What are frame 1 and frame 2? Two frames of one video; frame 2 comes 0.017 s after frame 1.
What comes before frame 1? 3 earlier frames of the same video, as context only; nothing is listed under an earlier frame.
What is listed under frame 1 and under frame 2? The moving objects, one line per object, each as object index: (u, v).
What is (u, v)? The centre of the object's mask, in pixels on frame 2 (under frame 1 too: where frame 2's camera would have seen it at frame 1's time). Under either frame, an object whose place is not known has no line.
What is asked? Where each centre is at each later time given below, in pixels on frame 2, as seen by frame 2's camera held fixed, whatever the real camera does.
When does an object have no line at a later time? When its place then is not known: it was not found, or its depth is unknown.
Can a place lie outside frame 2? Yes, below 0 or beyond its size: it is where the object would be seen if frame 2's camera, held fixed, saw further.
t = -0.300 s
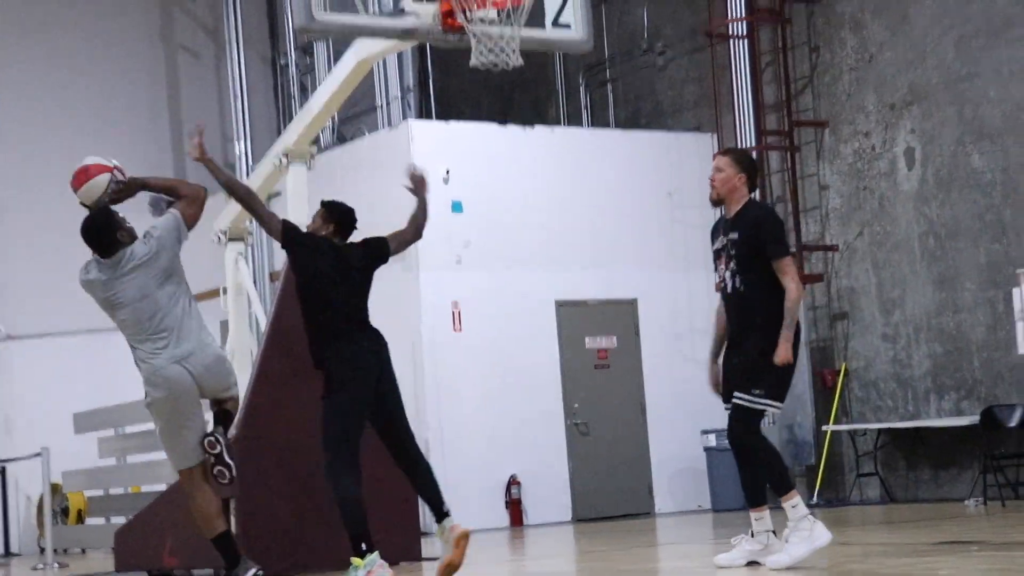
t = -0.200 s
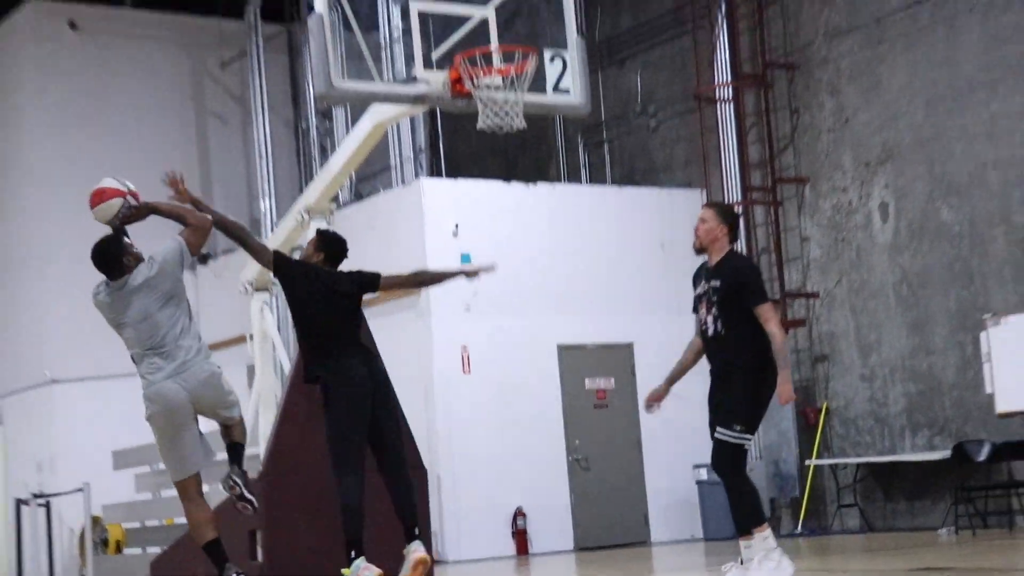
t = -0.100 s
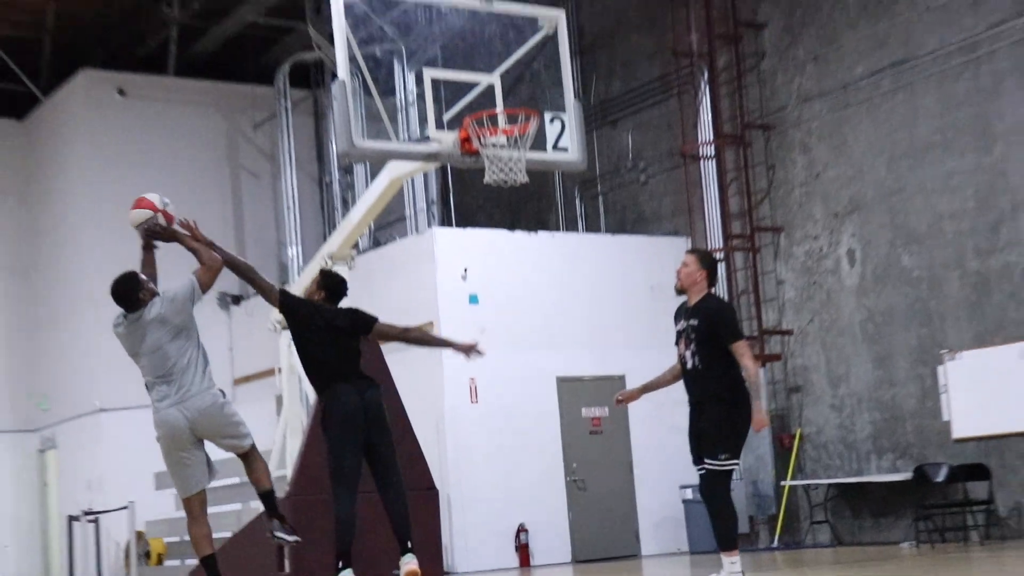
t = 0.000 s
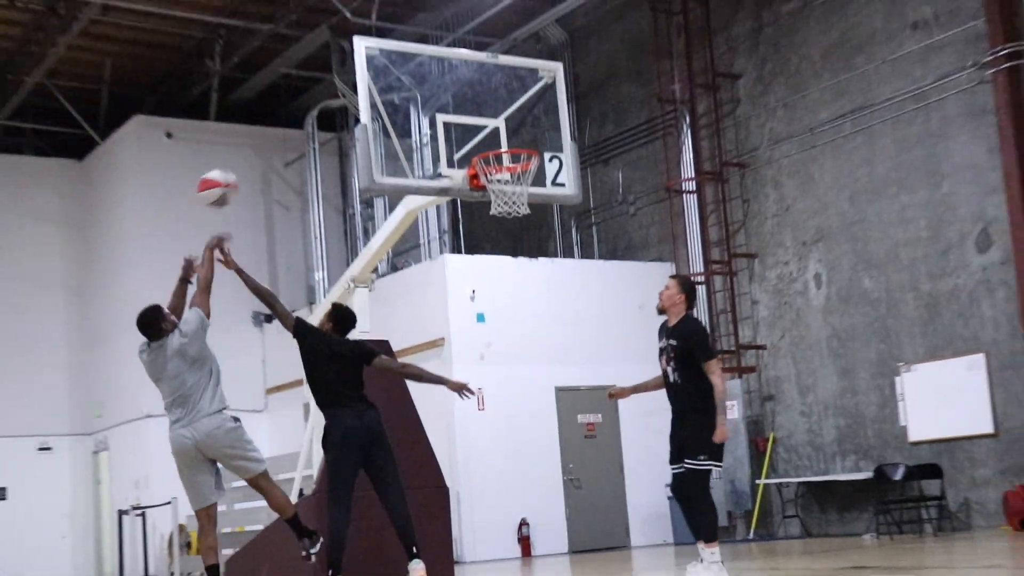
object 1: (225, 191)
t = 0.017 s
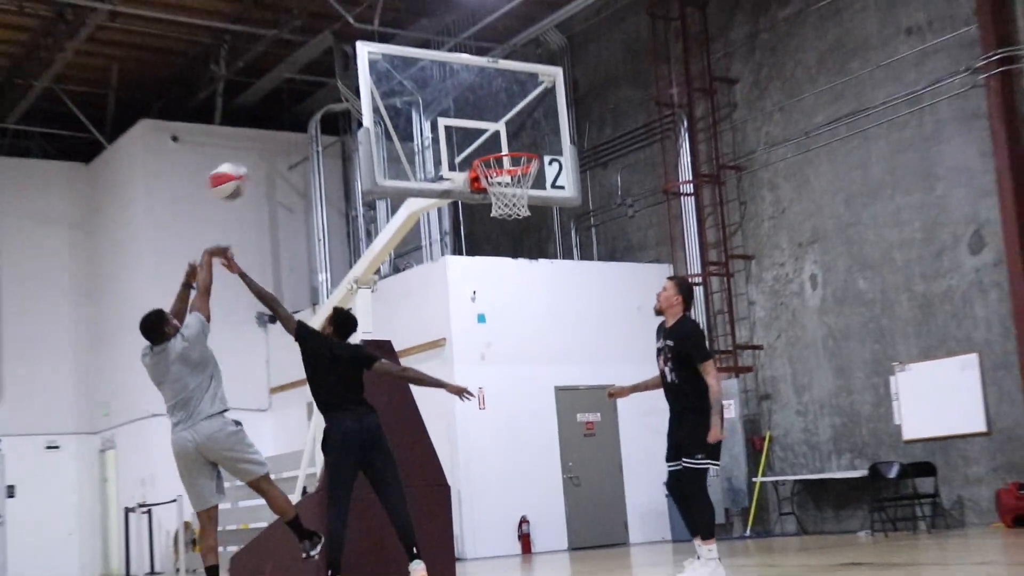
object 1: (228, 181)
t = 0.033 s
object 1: (232, 171)
